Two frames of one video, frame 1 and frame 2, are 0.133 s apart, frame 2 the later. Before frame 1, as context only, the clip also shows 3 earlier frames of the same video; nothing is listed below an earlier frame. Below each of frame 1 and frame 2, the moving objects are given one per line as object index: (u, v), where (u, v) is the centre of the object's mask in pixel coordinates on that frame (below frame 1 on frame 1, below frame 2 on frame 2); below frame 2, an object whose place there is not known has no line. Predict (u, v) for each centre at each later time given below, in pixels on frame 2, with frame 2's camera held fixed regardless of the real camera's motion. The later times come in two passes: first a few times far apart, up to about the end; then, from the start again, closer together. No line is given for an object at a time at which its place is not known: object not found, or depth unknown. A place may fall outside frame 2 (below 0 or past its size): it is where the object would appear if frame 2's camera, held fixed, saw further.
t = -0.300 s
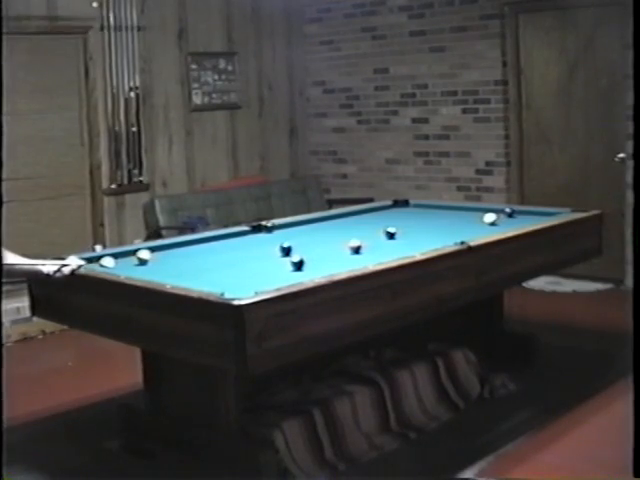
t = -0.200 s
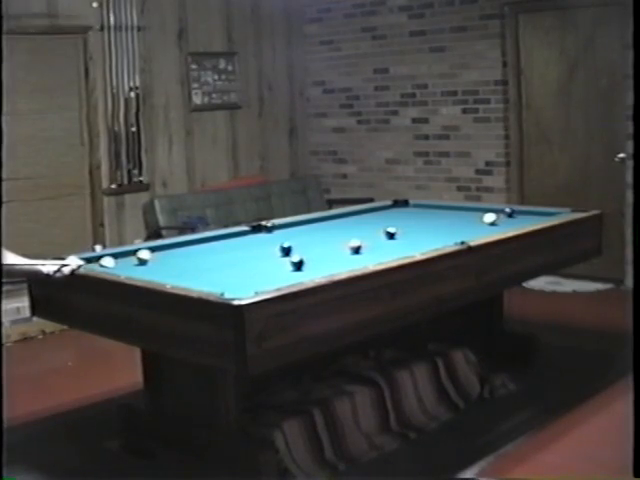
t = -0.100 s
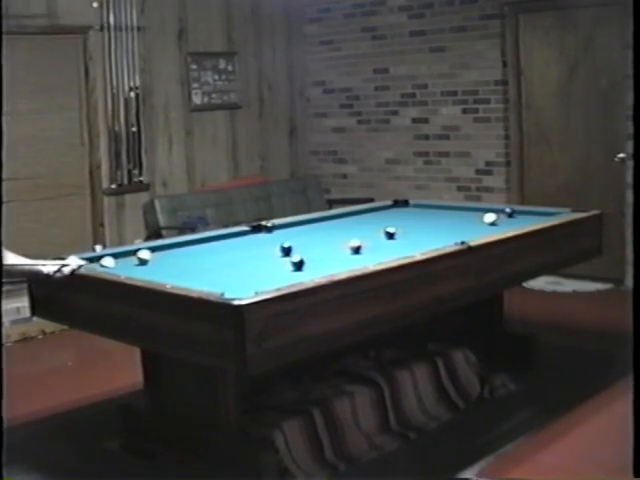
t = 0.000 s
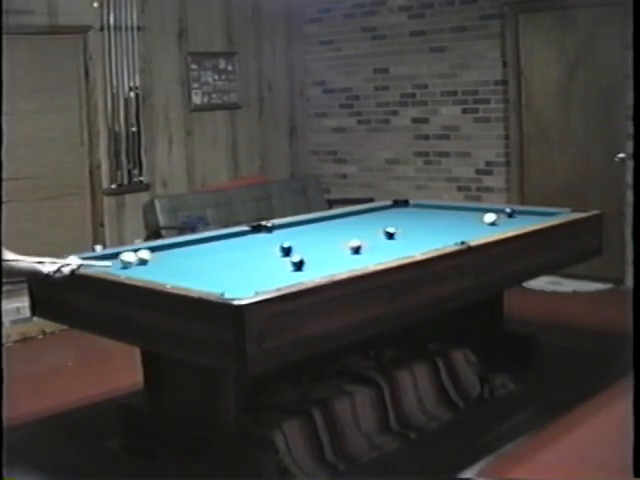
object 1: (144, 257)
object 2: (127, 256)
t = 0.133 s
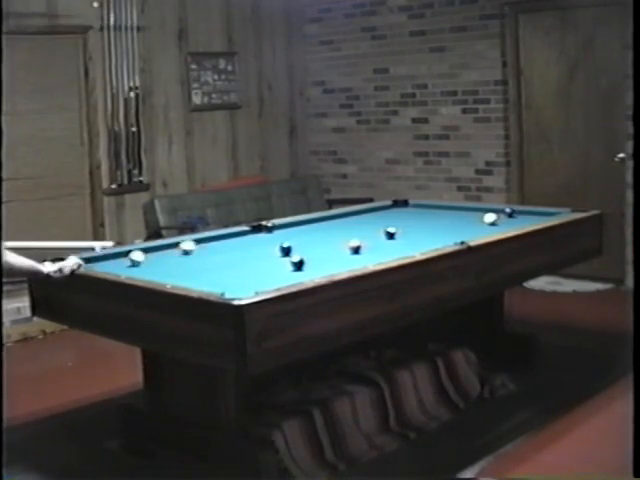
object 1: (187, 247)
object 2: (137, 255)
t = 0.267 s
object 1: (226, 239)
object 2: (142, 254)
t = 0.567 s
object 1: (289, 226)
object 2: (153, 252)
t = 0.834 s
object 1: (334, 215)
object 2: (161, 250)
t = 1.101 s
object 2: (169, 249)
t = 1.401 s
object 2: (176, 247)
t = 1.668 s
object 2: (181, 246)
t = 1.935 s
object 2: (187, 245)
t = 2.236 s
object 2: (192, 244)
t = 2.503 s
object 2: (195, 243)
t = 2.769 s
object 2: (198, 243)
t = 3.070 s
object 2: (201, 242)
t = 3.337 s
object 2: (202, 242)
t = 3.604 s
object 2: (202, 242)
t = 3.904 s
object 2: (202, 242)
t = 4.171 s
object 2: (202, 241)
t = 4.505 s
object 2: (202, 241)
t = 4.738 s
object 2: (202, 242)
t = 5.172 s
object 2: (202, 242)
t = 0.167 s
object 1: (198, 245)
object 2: (138, 255)
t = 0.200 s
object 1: (208, 243)
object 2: (140, 254)
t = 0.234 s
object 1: (218, 241)
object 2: (141, 254)
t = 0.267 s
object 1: (226, 239)
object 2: (142, 254)
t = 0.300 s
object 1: (234, 237)
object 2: (143, 254)
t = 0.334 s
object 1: (243, 235)
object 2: (145, 254)
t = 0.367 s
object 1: (249, 234)
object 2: (146, 254)
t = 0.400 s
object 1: (257, 232)
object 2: (147, 253)
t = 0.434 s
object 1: (264, 231)
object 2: (148, 253)
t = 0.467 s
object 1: (270, 230)
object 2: (149, 253)
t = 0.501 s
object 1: (276, 228)
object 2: (150, 253)
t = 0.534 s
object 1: (282, 227)
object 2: (151, 252)
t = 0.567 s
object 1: (289, 226)
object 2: (153, 252)
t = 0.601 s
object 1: (295, 224)
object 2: (153, 252)
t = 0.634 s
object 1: (301, 223)
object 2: (154, 252)
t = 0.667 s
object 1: (306, 221)
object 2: (156, 251)
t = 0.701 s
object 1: (313, 220)
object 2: (157, 251)
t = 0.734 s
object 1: (318, 219)
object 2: (158, 251)
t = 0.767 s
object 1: (323, 218)
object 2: (159, 251)
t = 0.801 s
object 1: (329, 217)
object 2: (160, 250)
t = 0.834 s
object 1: (334, 215)
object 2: (161, 250)
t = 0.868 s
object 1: (340, 214)
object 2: (163, 250)
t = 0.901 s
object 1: (344, 213)
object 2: (163, 250)
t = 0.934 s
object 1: (350, 212)
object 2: (164, 250)
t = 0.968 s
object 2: (165, 250)
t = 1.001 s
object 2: (166, 249)
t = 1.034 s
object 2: (167, 249)
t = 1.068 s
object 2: (168, 249)
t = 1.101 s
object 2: (169, 249)
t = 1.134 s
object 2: (170, 248)
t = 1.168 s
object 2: (171, 248)
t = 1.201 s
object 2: (171, 248)
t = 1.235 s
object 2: (172, 248)
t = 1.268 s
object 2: (173, 248)
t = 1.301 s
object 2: (174, 248)
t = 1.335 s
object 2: (175, 248)
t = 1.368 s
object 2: (175, 247)
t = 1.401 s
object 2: (176, 247)
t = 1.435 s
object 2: (177, 247)
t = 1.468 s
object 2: (177, 247)
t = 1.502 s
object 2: (178, 247)
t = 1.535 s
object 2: (179, 246)
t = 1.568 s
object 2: (179, 246)
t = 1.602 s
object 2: (180, 246)
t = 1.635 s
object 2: (181, 246)
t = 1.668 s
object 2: (181, 246)
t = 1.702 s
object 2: (182, 246)
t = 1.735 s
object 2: (183, 246)
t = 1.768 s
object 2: (184, 246)
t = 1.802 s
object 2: (184, 246)
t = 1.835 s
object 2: (185, 245)
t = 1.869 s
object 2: (186, 245)
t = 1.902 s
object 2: (186, 245)
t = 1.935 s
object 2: (187, 245)
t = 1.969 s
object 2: (188, 245)
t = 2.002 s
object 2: (188, 245)
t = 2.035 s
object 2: (189, 245)
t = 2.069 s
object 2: (189, 244)
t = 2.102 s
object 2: (190, 245)
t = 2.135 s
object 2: (190, 244)
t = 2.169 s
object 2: (191, 244)
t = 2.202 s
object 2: (191, 244)
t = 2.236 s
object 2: (192, 244)
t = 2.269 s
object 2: (192, 244)
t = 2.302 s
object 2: (192, 244)
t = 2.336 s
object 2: (193, 244)
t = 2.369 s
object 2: (193, 243)
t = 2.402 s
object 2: (194, 243)
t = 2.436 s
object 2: (195, 243)
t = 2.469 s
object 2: (195, 243)
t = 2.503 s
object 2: (195, 243)
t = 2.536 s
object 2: (195, 243)
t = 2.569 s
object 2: (196, 243)
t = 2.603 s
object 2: (197, 243)
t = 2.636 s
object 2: (197, 243)
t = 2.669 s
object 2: (197, 243)
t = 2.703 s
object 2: (197, 243)
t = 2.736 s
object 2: (197, 243)
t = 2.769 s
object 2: (198, 243)
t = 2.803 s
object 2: (198, 242)
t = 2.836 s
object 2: (198, 242)
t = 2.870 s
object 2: (200, 242)
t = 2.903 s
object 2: (200, 242)
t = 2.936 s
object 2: (200, 242)
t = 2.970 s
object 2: (201, 242)
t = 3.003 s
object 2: (200, 242)
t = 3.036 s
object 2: (201, 242)
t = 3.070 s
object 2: (201, 242)
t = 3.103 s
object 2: (201, 242)
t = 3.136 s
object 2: (202, 242)
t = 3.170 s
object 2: (201, 242)
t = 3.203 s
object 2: (202, 242)
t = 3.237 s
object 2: (202, 242)
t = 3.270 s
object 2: (202, 242)
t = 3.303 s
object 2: (202, 242)
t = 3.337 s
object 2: (202, 242)
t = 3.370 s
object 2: (202, 242)
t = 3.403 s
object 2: (202, 242)
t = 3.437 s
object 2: (202, 242)
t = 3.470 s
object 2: (202, 242)
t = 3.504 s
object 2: (202, 242)
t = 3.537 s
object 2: (202, 242)
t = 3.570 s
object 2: (202, 242)
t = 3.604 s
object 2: (202, 242)
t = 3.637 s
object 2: (202, 242)
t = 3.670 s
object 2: (202, 242)
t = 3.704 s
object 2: (202, 242)
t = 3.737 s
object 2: (202, 242)
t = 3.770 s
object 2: (202, 242)
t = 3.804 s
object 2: (202, 242)
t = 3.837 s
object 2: (202, 242)
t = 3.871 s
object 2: (202, 242)
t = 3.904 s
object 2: (202, 242)
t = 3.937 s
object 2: (202, 242)
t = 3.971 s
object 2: (202, 242)
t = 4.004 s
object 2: (202, 242)
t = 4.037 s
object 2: (203, 242)
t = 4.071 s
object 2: (202, 242)
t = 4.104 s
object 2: (202, 242)
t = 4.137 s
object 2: (202, 241)
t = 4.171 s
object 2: (202, 241)
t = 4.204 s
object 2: (202, 241)
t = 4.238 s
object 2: (202, 241)
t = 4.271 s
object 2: (202, 241)
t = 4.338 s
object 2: (202, 241)
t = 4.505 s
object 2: (202, 241)
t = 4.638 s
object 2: (202, 241)
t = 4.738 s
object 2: (202, 242)
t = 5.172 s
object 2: (202, 242)
